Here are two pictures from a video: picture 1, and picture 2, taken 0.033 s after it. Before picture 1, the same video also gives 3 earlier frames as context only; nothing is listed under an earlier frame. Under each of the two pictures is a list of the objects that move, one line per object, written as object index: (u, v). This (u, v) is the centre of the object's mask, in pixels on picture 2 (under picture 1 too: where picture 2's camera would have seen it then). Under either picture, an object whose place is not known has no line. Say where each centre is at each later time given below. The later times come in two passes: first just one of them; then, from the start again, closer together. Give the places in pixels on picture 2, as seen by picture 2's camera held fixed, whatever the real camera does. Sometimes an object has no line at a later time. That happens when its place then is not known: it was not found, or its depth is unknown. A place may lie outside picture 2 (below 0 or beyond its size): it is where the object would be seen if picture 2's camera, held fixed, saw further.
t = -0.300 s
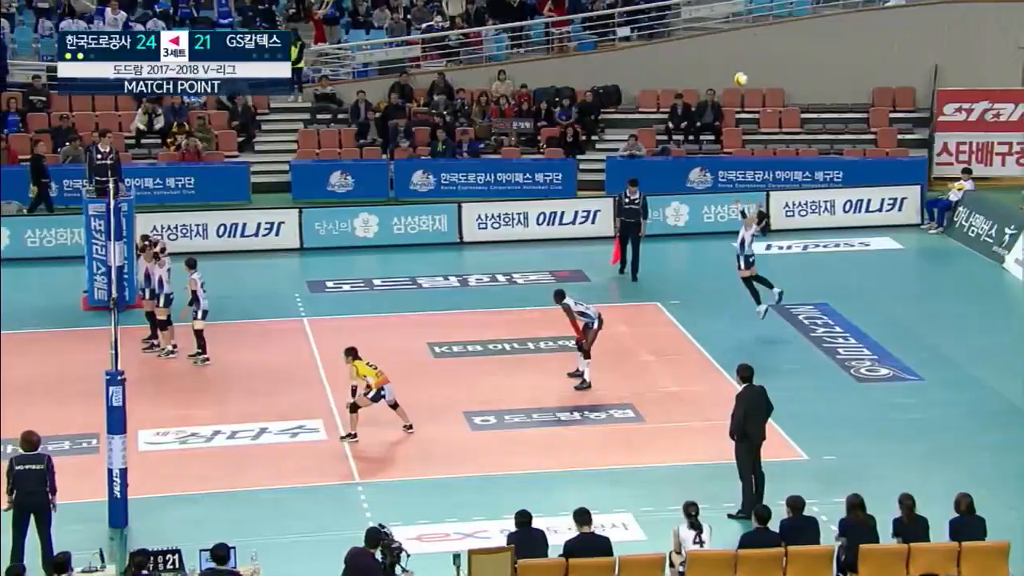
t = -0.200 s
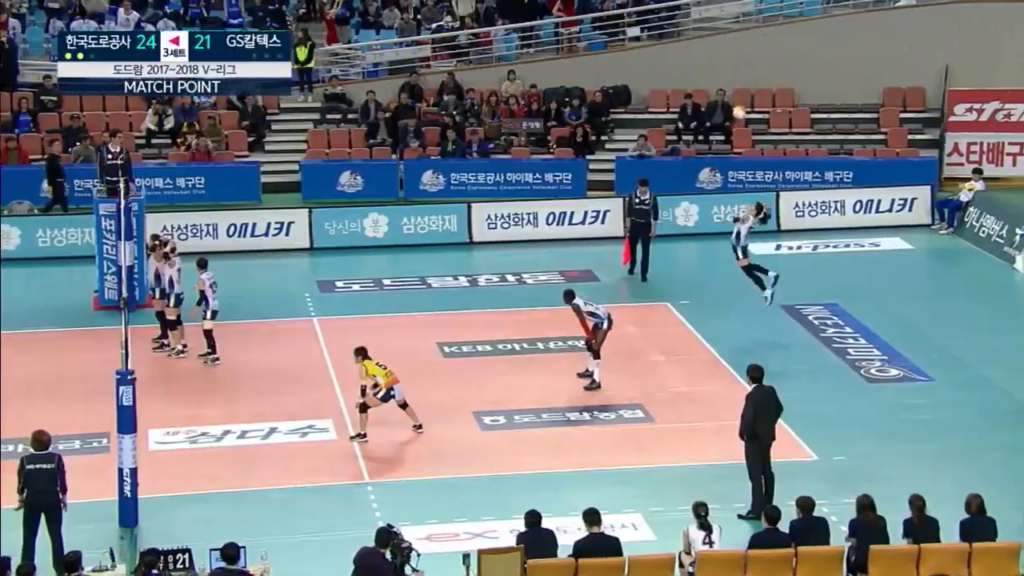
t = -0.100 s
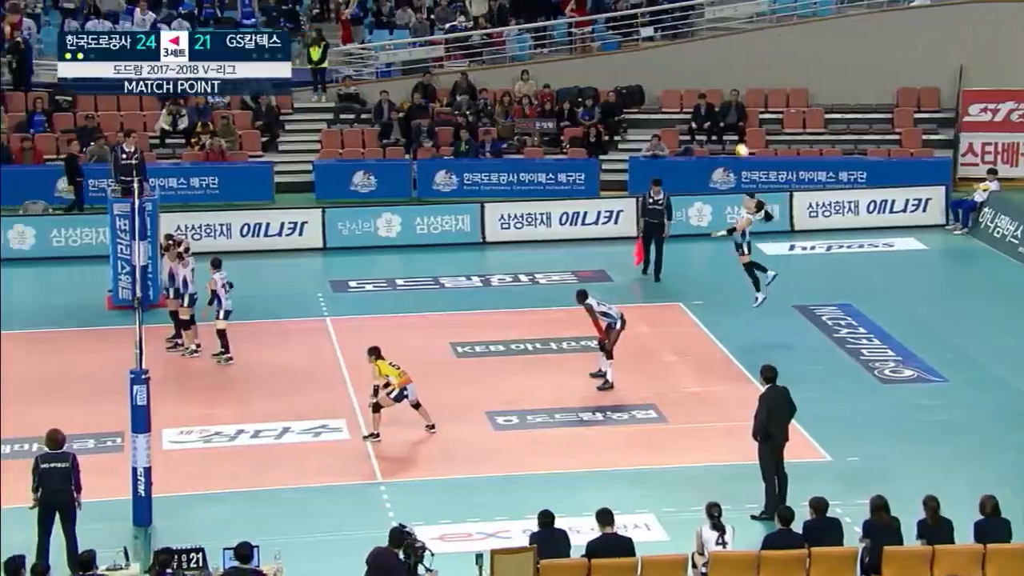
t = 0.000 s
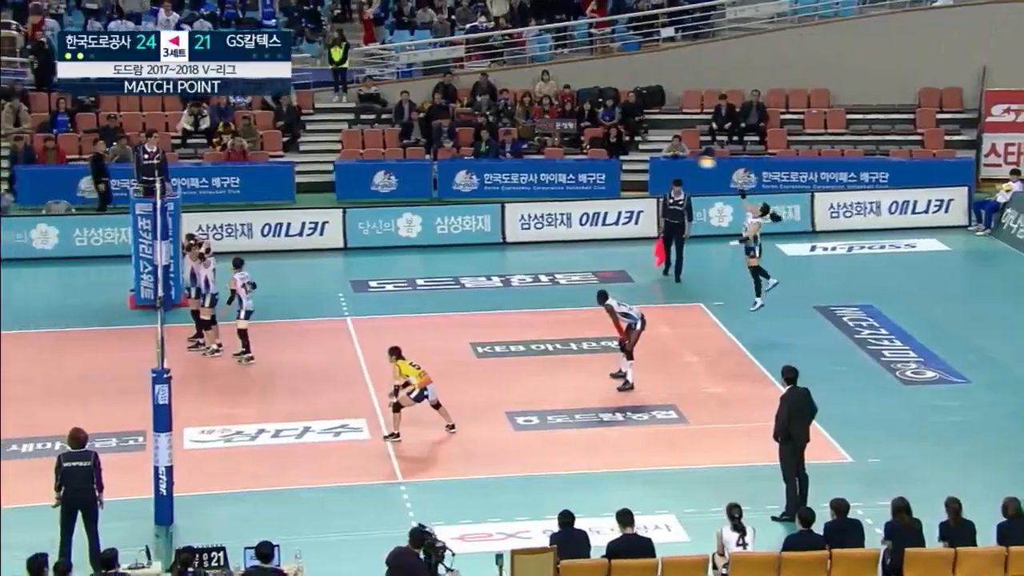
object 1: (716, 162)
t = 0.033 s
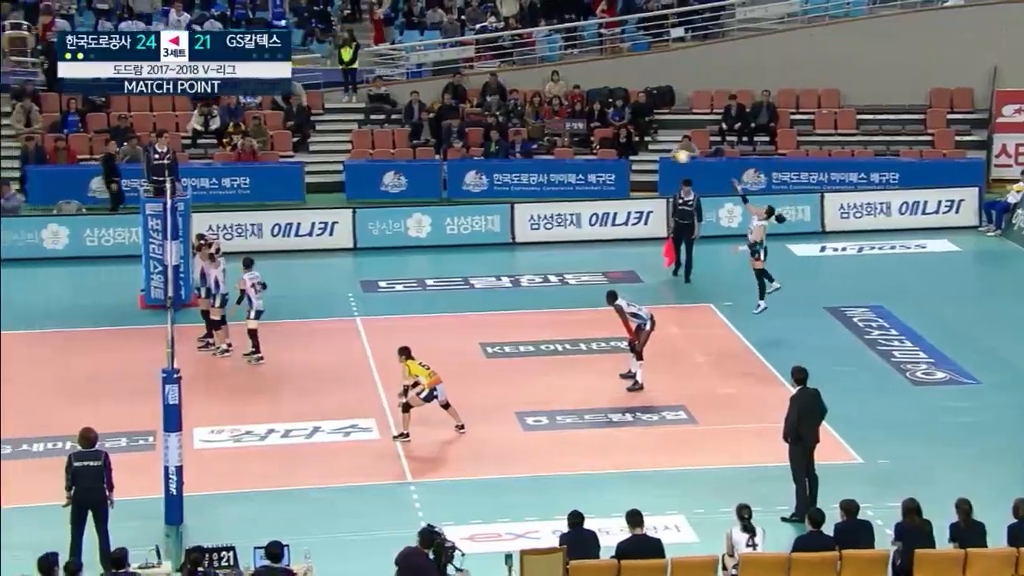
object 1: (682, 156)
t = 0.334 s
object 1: (375, 143)
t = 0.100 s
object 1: (612, 146)
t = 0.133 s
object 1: (577, 143)
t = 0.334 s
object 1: (375, 143)
